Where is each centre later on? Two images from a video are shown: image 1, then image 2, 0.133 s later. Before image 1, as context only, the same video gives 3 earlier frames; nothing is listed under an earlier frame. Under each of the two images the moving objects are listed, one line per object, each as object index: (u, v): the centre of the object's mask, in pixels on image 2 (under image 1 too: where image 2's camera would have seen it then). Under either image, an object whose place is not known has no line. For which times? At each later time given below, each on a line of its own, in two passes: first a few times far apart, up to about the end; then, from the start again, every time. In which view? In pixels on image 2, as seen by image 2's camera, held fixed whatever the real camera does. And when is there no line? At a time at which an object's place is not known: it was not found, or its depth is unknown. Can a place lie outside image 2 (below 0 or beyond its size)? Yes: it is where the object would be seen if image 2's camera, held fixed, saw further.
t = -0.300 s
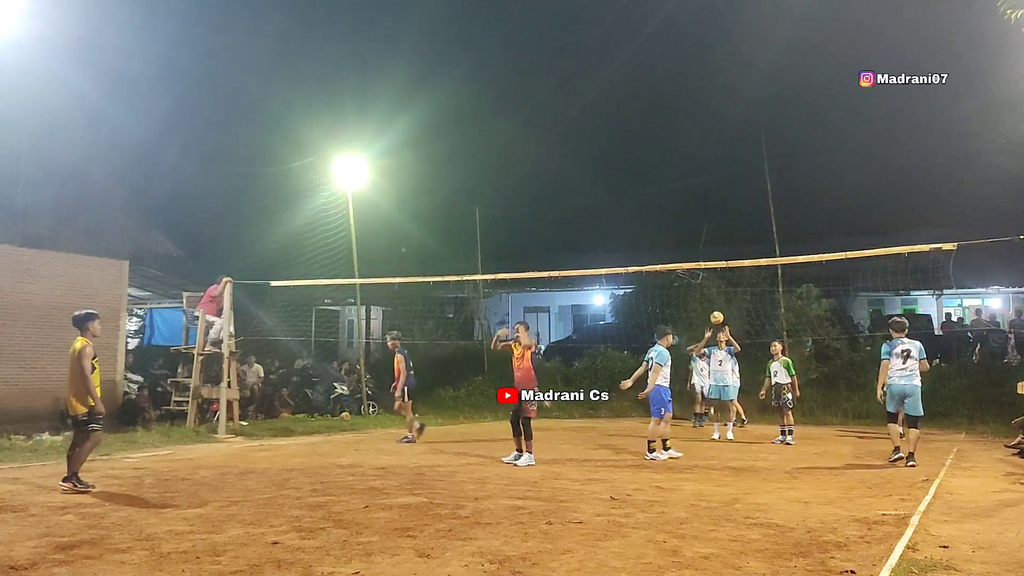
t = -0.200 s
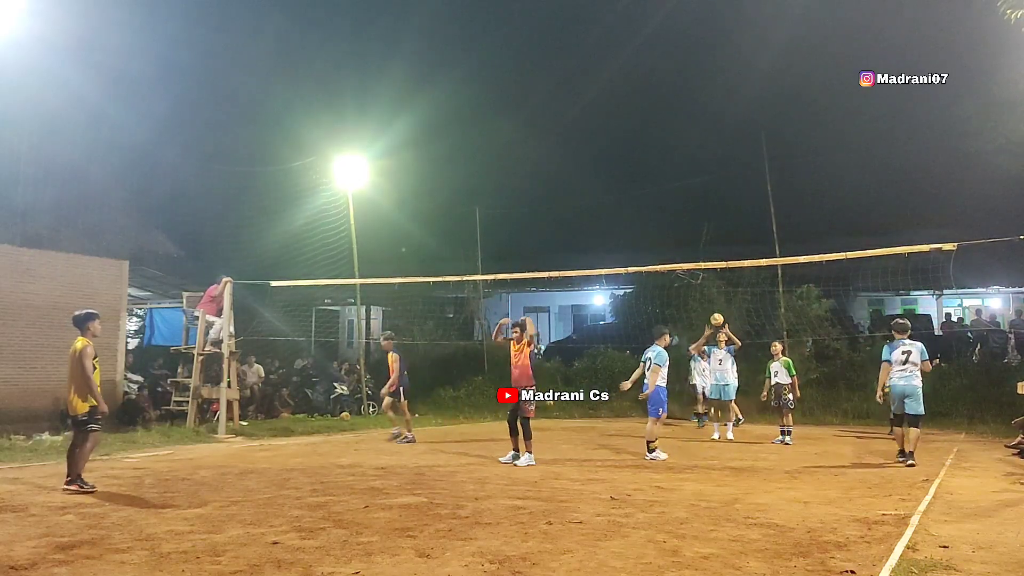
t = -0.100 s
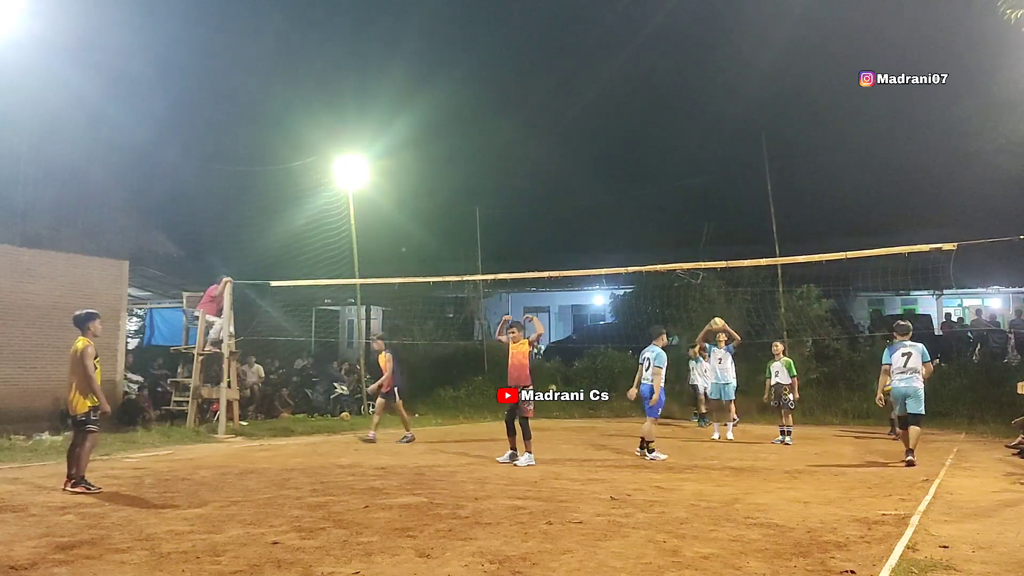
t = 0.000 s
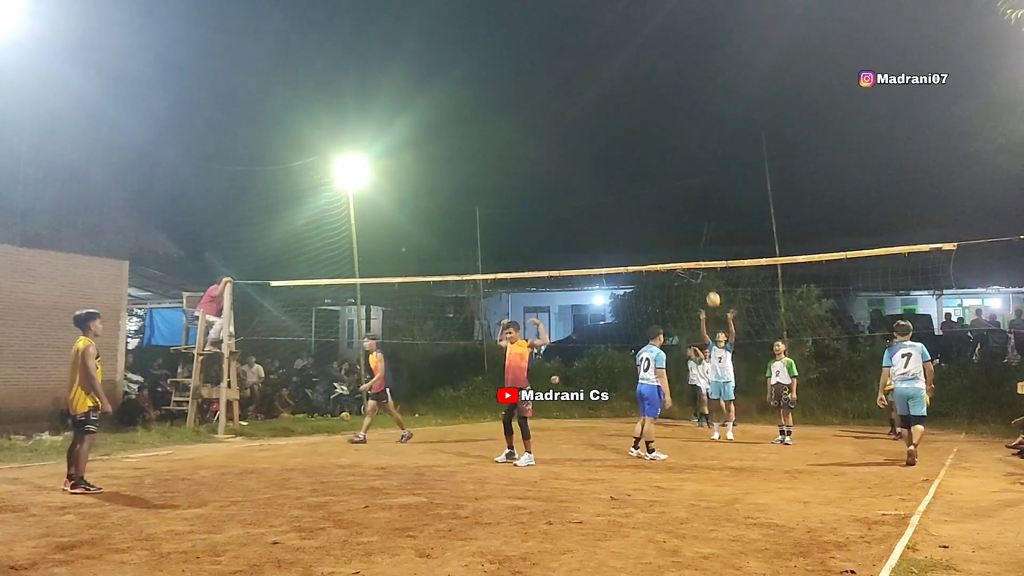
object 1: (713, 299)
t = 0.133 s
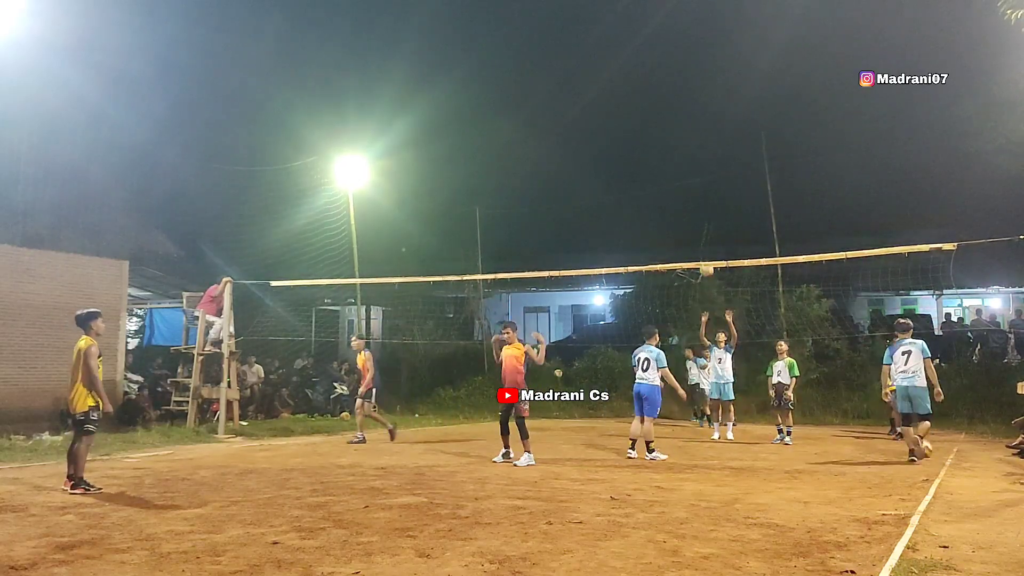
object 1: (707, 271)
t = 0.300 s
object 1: (699, 244)
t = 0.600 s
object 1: (684, 243)
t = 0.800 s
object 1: (673, 277)
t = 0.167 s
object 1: (705, 259)
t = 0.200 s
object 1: (703, 256)
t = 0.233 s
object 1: (702, 252)
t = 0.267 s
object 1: (700, 248)
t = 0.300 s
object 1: (699, 244)
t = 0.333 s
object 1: (697, 241)
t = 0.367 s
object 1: (696, 239)
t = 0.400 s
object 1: (694, 238)
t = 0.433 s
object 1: (692, 236)
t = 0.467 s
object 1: (691, 236)
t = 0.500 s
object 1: (689, 237)
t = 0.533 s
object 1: (687, 238)
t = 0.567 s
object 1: (686, 240)
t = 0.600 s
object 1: (684, 243)
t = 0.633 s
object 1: (682, 246)
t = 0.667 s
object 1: (680, 250)
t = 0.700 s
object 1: (678, 255)
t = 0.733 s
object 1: (677, 259)
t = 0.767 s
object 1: (675, 269)
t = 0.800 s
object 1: (673, 277)
